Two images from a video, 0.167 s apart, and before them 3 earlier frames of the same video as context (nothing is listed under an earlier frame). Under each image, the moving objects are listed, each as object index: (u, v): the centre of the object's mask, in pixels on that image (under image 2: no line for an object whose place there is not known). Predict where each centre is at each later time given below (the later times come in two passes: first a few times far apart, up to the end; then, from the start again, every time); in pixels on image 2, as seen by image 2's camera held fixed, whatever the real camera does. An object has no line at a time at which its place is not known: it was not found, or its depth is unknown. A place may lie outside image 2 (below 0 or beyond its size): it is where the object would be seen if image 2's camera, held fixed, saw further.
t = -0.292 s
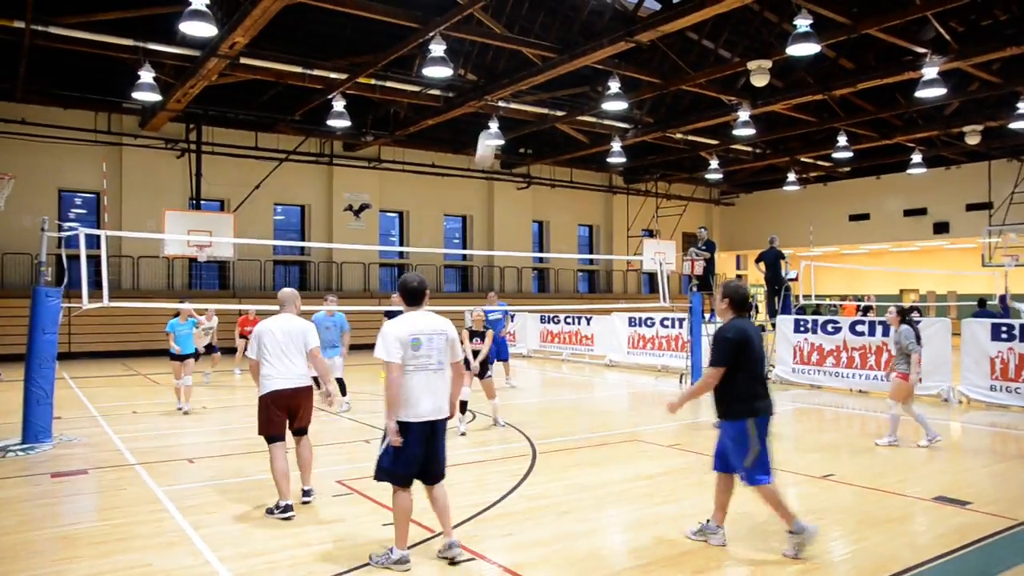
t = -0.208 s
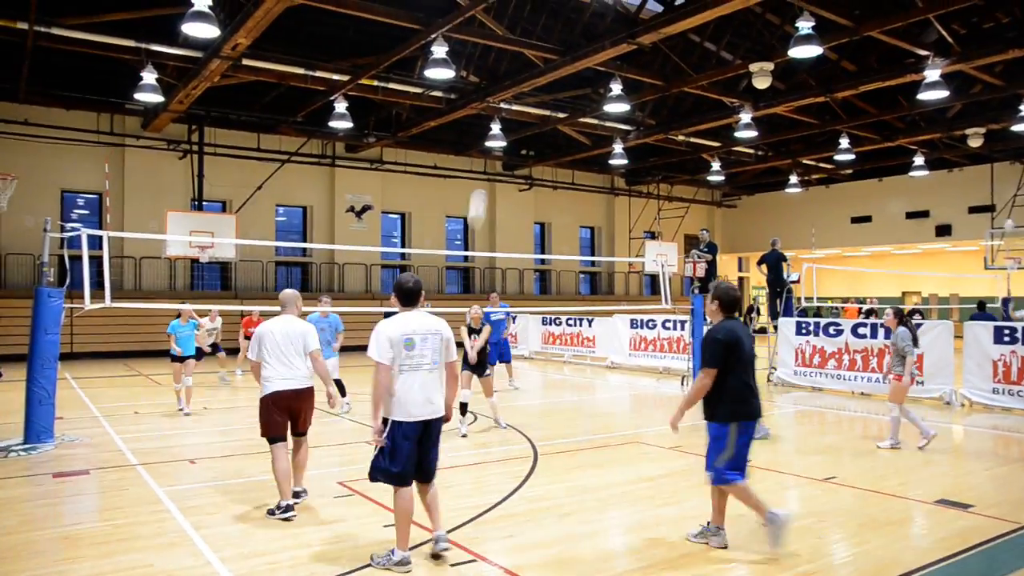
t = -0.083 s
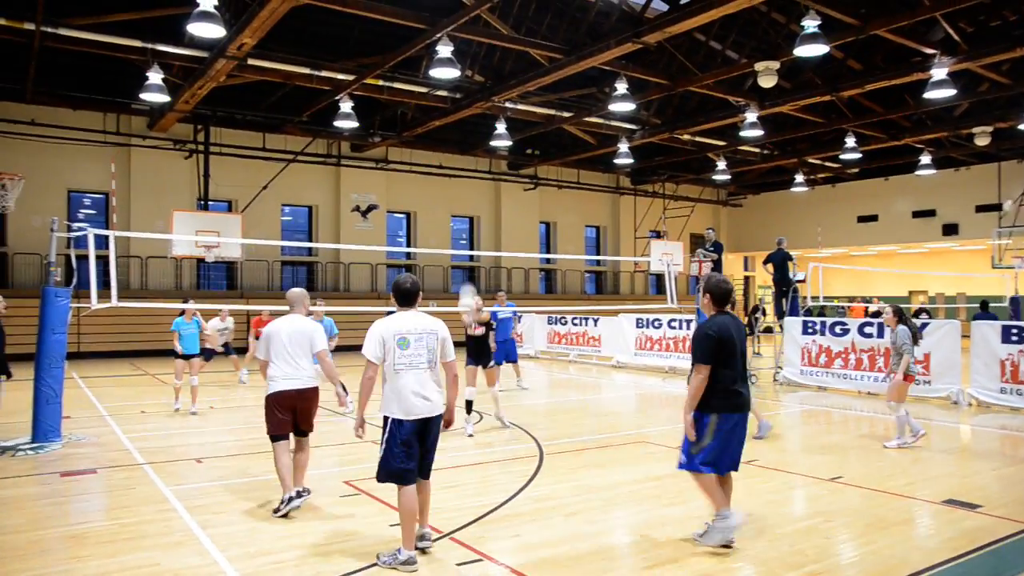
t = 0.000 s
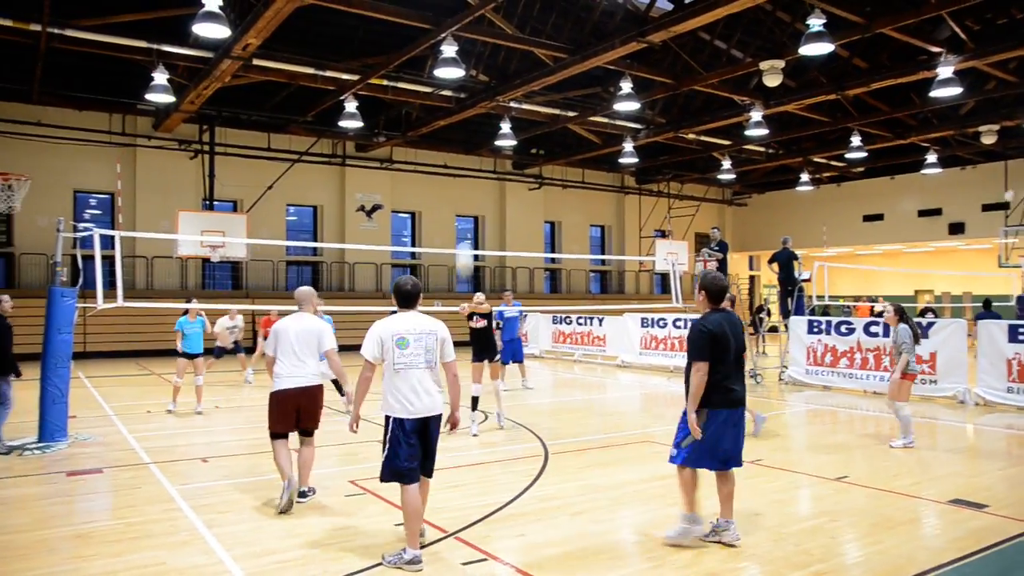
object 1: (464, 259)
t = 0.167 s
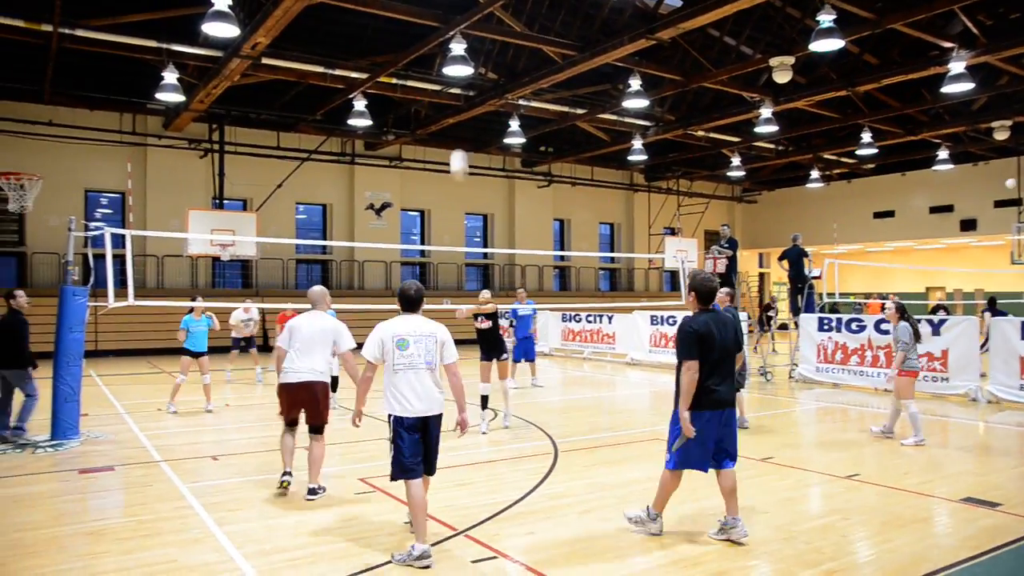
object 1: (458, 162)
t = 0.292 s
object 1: (449, 109)
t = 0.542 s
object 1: (427, 40)
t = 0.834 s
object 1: (399, 26)
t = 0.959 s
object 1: (388, 43)
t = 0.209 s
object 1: (455, 143)
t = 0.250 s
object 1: (452, 125)
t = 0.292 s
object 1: (449, 109)
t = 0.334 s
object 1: (445, 96)
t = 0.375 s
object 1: (441, 81)
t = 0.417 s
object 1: (437, 68)
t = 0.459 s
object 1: (434, 58)
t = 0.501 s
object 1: (430, 48)
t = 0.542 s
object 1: (427, 40)
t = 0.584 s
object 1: (423, 34)
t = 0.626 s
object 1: (419, 29)
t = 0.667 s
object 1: (415, 25)
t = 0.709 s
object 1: (411, 23)
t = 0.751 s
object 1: (407, 22)
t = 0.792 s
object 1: (403, 23)
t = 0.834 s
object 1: (399, 26)
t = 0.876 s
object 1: (395, 30)
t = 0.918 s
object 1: (392, 36)
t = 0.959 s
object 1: (388, 43)
